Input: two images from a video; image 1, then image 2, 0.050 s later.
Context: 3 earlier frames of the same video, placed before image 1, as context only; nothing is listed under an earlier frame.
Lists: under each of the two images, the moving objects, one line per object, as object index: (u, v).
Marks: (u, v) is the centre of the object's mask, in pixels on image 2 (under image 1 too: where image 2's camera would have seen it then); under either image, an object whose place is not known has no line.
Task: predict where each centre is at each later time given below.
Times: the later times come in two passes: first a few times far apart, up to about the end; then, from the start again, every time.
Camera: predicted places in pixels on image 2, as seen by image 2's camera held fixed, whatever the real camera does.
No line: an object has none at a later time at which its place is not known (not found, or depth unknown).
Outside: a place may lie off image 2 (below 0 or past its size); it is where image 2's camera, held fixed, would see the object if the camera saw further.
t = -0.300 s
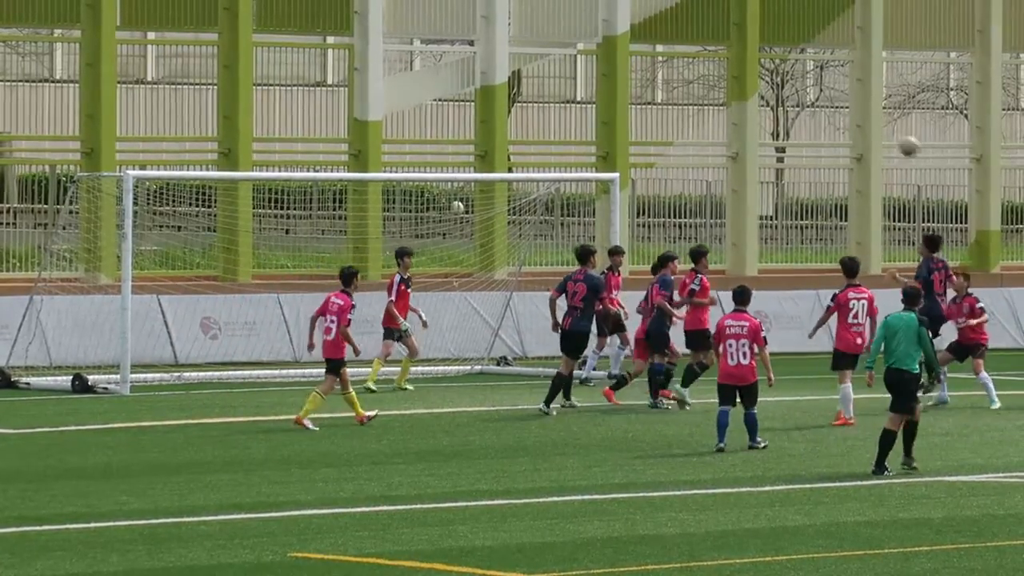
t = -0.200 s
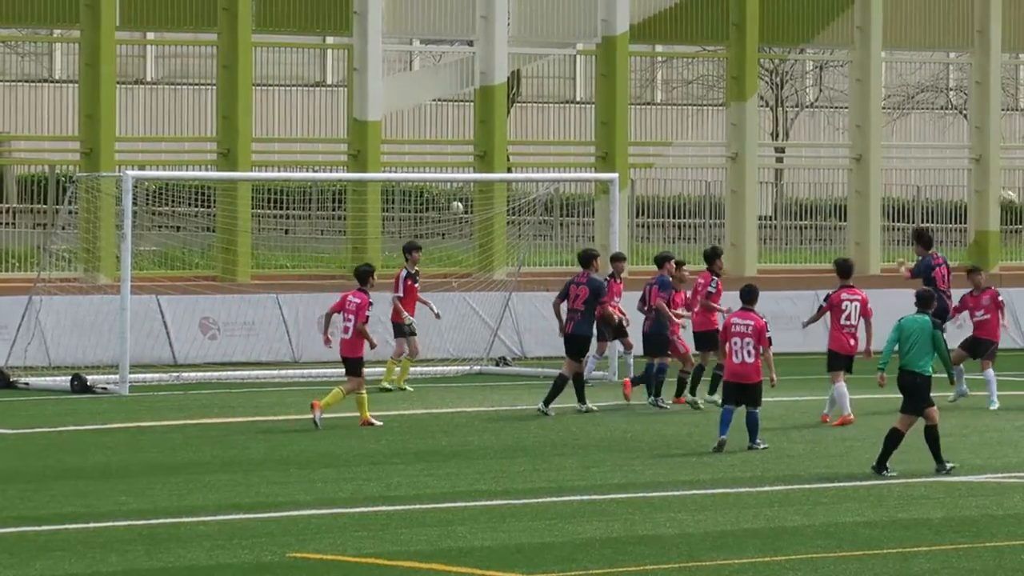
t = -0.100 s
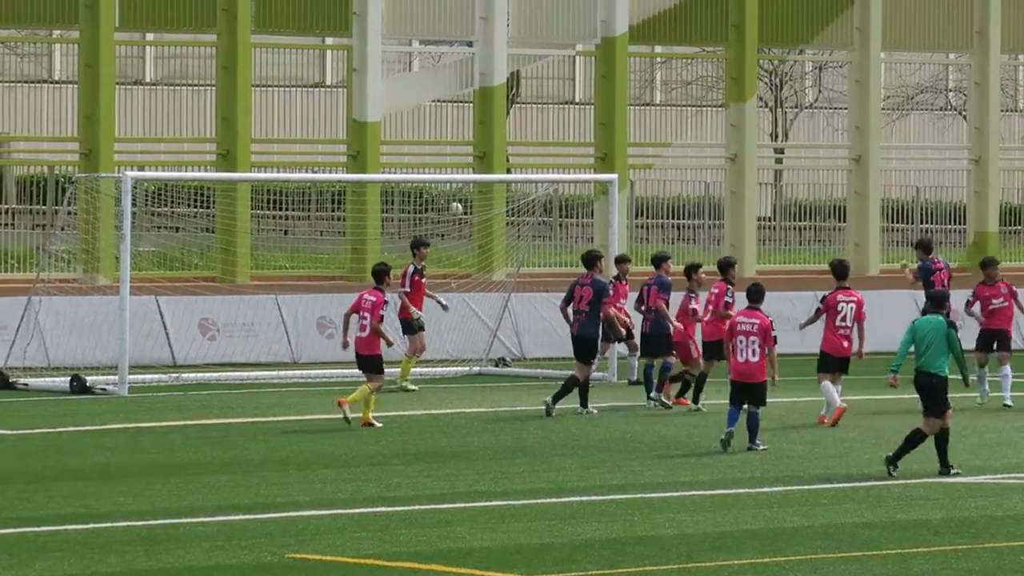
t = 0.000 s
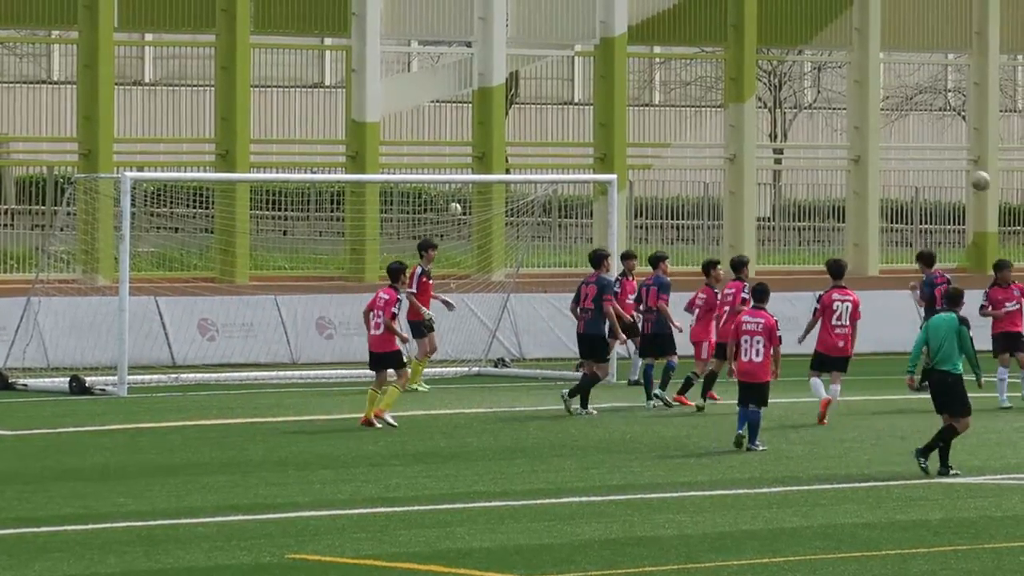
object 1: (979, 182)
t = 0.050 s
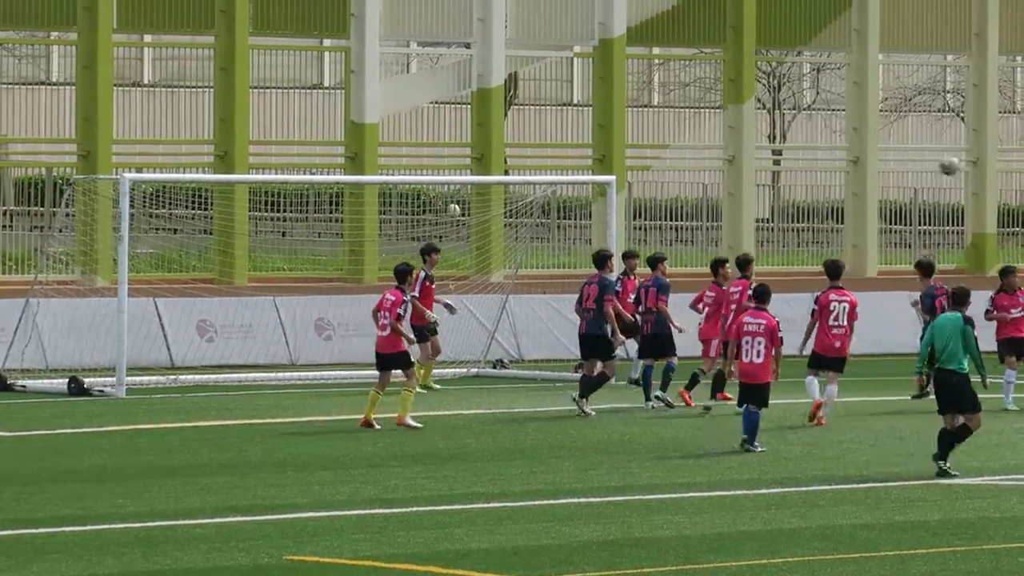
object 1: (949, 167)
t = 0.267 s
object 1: (829, 124)
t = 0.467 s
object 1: (721, 124)
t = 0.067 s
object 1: (939, 161)
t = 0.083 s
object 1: (930, 156)
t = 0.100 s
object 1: (920, 153)
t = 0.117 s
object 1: (909, 148)
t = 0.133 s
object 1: (901, 145)
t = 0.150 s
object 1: (892, 141)
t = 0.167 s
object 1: (883, 137)
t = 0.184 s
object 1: (874, 135)
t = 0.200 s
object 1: (866, 131)
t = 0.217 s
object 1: (856, 129)
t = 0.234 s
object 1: (846, 127)
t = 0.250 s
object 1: (837, 125)
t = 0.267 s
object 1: (829, 124)
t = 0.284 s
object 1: (819, 122)
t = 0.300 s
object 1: (809, 121)
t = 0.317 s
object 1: (800, 120)
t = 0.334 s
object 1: (791, 119)
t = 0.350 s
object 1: (783, 118)
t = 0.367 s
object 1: (774, 118)
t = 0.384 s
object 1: (765, 119)
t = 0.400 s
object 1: (756, 120)
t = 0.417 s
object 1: (747, 121)
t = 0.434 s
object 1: (738, 122)
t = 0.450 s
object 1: (730, 122)
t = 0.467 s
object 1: (721, 124)
